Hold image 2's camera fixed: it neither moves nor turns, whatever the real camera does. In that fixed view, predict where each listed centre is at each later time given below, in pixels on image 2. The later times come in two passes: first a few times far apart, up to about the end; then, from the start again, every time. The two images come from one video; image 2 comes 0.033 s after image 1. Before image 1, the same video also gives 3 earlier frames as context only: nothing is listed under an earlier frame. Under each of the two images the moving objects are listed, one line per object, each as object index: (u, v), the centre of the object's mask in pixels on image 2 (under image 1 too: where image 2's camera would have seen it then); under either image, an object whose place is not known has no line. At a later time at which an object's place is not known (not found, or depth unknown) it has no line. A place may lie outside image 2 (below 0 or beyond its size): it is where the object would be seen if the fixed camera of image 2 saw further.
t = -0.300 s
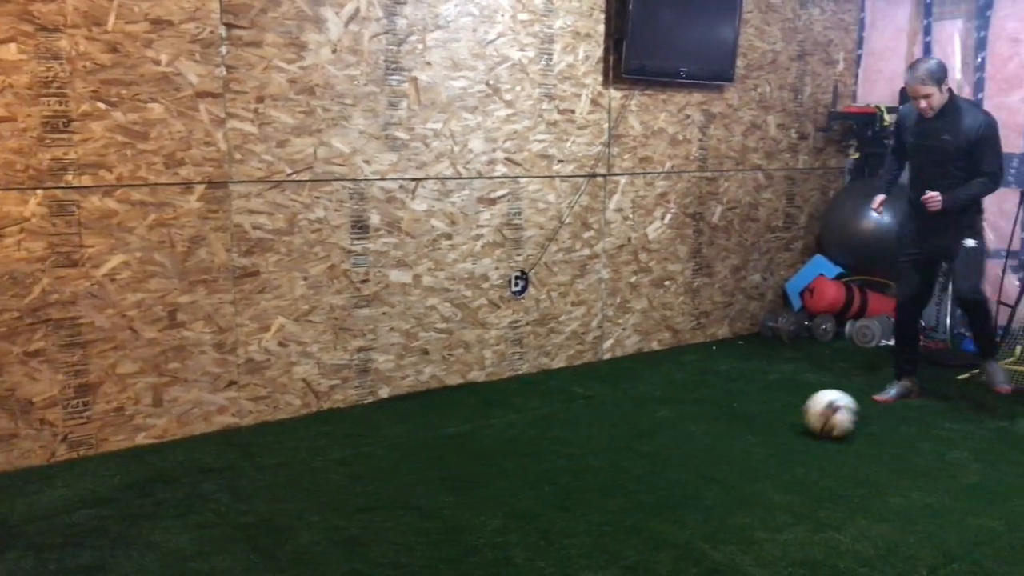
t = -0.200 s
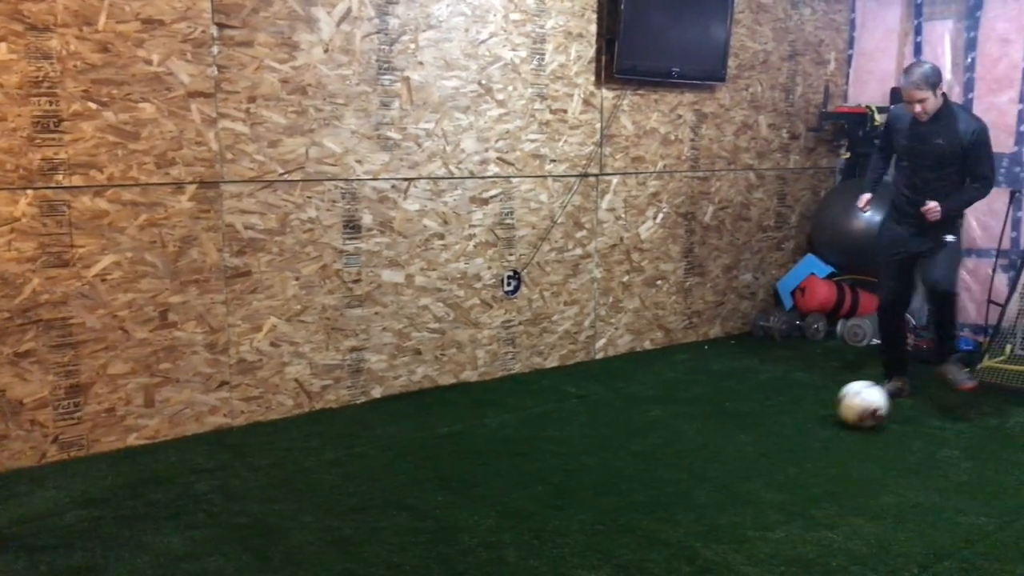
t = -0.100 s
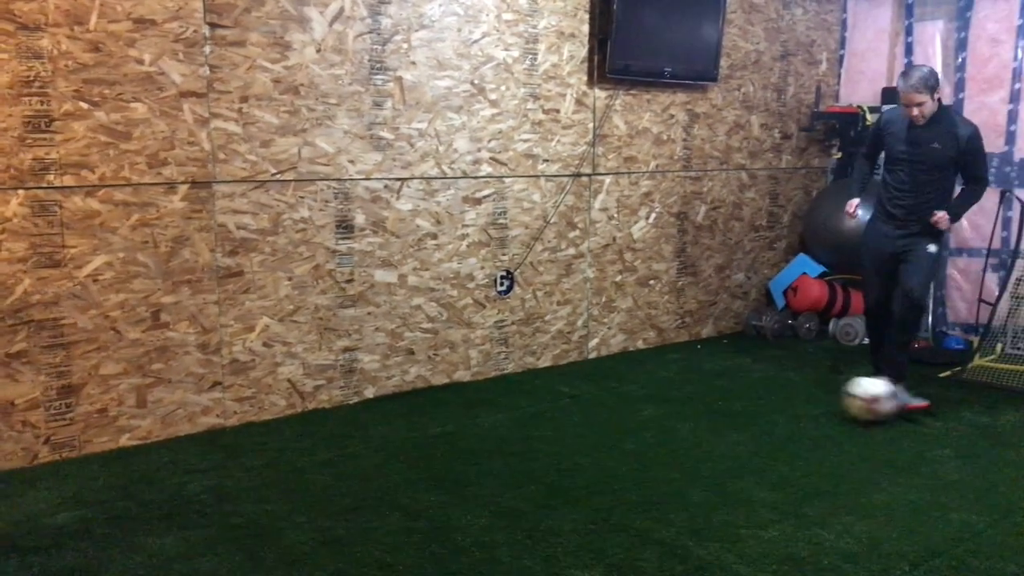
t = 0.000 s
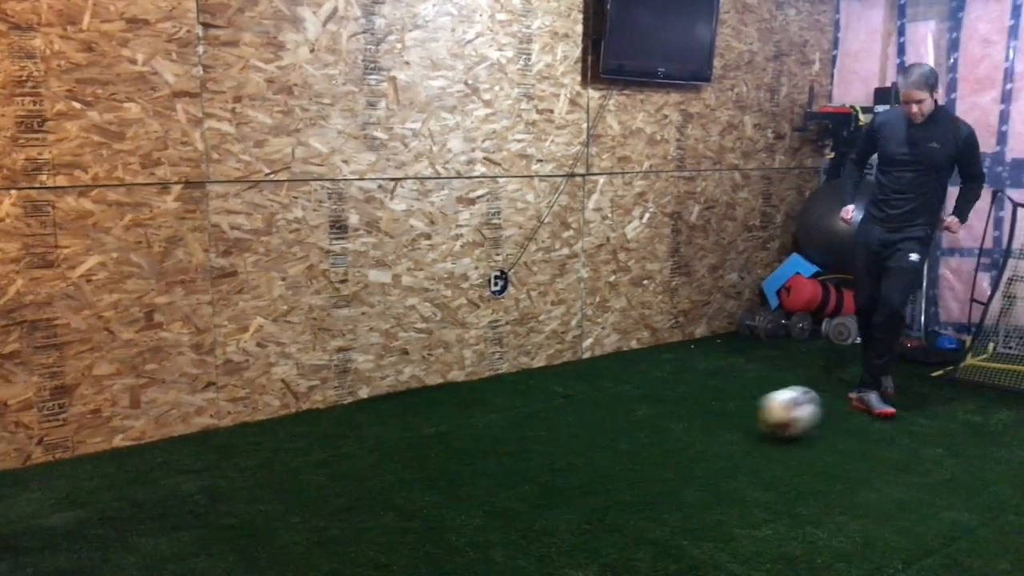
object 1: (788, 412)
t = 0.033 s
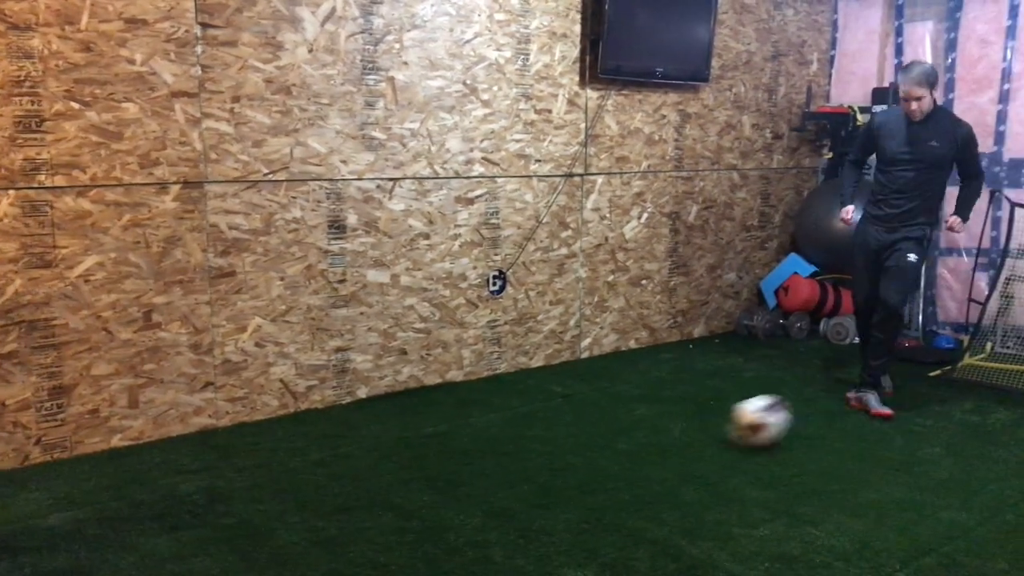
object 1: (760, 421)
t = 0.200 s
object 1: (634, 450)
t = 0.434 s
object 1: (487, 478)
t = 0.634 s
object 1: (365, 506)
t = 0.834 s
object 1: (234, 532)
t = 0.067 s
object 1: (733, 427)
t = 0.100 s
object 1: (710, 429)
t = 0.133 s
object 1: (685, 434)
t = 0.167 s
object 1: (660, 440)
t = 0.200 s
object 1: (634, 450)
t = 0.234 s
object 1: (611, 452)
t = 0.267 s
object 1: (590, 454)
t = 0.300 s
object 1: (568, 460)
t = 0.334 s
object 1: (547, 467)
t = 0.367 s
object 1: (525, 472)
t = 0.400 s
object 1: (506, 474)
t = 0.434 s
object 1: (487, 478)
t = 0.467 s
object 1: (467, 484)
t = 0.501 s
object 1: (445, 489)
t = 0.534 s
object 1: (426, 490)
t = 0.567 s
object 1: (406, 494)
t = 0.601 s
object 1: (386, 501)
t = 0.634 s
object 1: (365, 506)
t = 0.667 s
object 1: (343, 508)
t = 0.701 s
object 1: (322, 512)
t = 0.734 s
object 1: (299, 519)
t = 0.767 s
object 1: (277, 525)
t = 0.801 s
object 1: (254, 527)
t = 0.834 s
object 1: (234, 532)
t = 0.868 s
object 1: (210, 539)
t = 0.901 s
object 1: (185, 542)
